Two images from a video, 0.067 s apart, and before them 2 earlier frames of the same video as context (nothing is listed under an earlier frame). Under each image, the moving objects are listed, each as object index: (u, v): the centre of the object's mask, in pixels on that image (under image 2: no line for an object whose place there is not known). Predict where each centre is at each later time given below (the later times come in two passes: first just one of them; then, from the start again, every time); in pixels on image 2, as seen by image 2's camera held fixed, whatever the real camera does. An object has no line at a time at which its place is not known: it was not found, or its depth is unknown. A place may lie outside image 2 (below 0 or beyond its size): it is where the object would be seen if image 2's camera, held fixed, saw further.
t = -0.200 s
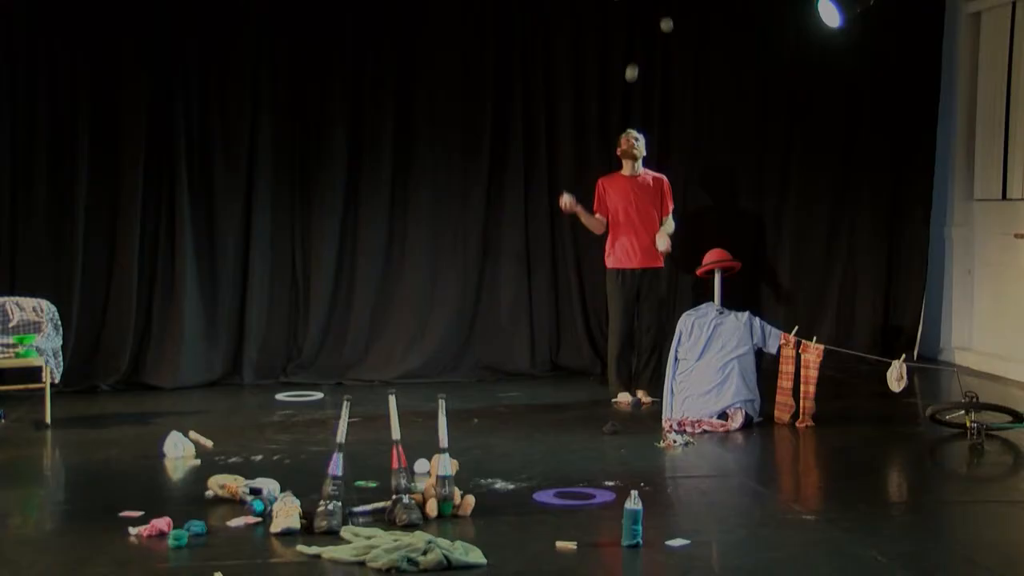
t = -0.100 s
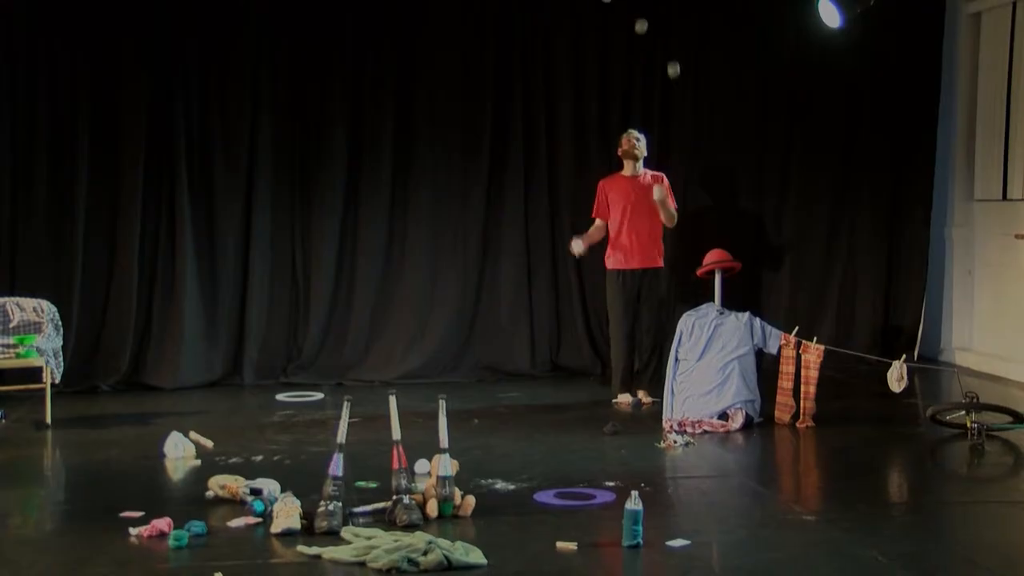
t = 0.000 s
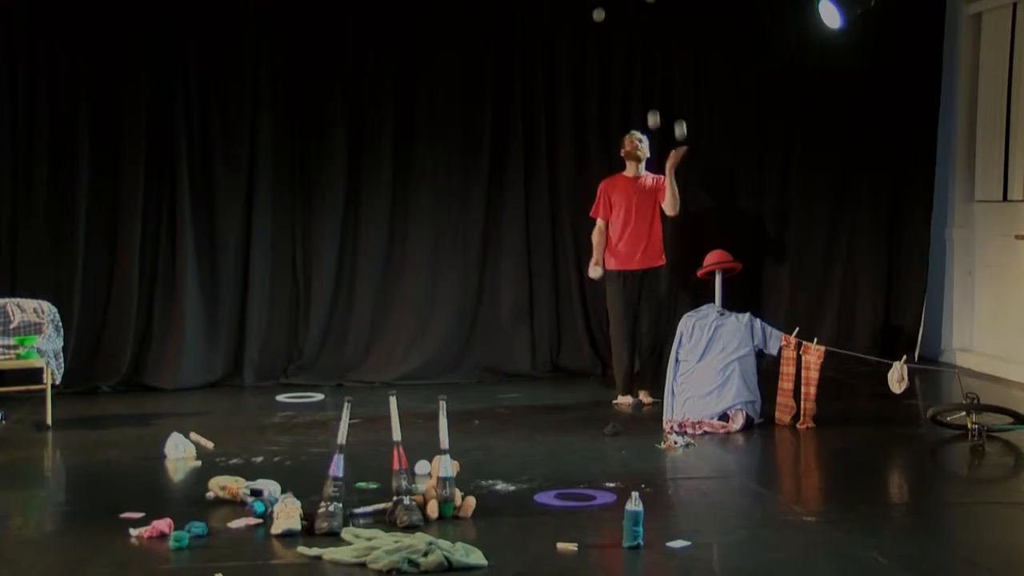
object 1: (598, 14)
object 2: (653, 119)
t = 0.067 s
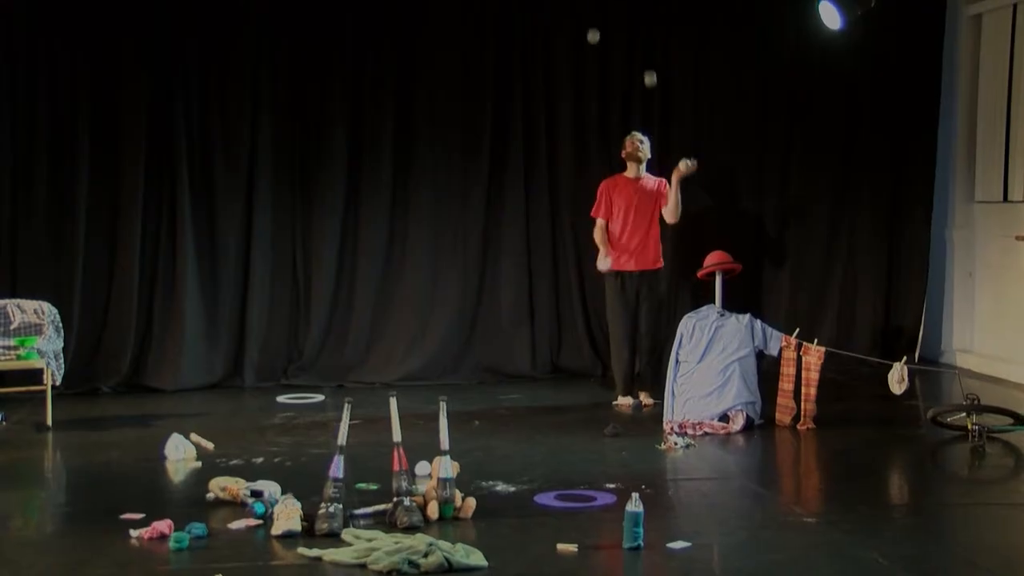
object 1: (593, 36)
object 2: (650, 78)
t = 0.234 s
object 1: (579, 117)
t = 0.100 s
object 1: (590, 49)
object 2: (648, 60)
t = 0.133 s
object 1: (587, 63)
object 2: (646, 43)
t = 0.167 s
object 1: (585, 79)
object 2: (645, 28)
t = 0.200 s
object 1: (582, 98)
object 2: (643, 15)
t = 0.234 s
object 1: (579, 117)
